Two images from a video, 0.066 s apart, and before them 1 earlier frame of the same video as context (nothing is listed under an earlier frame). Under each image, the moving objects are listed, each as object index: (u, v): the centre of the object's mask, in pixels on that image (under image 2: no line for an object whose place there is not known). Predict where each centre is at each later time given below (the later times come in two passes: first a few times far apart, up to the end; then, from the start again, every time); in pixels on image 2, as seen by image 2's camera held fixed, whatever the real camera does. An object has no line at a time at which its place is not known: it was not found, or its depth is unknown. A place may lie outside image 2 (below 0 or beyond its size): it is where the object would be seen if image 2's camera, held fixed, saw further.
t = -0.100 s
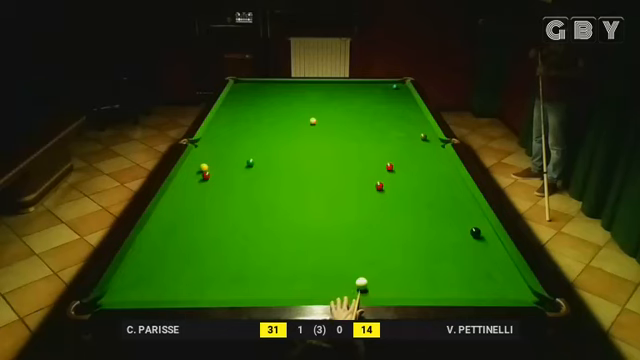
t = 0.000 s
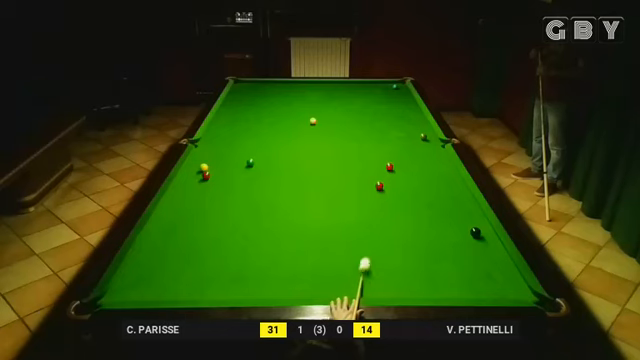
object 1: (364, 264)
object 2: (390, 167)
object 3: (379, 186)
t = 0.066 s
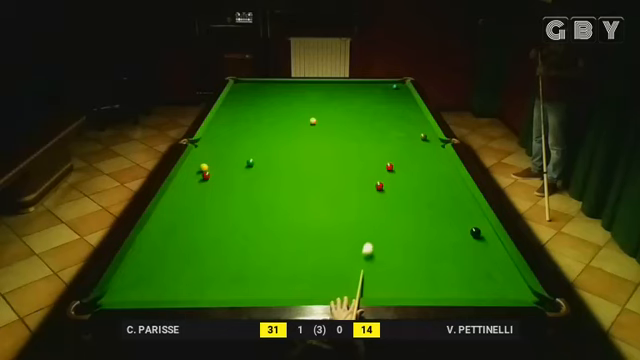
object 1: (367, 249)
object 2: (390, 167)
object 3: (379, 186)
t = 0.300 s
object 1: (375, 209)
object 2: (390, 167)
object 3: (379, 186)
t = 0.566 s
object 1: (379, 188)
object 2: (390, 167)
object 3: (380, 175)
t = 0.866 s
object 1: (382, 180)
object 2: (398, 165)
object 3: (375, 157)
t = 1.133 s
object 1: (383, 174)
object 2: (408, 164)
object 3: (367, 144)
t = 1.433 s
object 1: (385, 167)
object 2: (418, 162)
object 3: (359, 132)
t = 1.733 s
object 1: (387, 162)
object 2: (427, 161)
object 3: (353, 122)
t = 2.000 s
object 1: (389, 158)
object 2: (434, 160)
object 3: (347, 114)
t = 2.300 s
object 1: (390, 154)
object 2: (440, 159)
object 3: (342, 106)
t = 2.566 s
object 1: (391, 151)
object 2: (444, 158)
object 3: (338, 100)
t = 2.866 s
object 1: (393, 148)
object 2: (446, 158)
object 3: (335, 94)
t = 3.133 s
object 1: (394, 146)
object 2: (444, 158)
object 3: (331, 89)
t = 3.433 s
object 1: (395, 145)
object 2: (443, 157)
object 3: (328, 84)
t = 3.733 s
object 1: (396, 143)
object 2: (443, 157)
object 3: (326, 84)
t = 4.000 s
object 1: (396, 142)
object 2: (443, 157)
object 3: (324, 85)
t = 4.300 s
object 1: (396, 142)
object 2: (443, 157)
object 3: (323, 88)
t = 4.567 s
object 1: (396, 142)
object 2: (443, 157)
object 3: (322, 91)
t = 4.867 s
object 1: (396, 142)
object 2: (443, 157)
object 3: (321, 93)
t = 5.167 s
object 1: (396, 142)
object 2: (444, 157)
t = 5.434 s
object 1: (396, 142)
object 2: (443, 157)
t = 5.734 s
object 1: (396, 142)
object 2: (443, 157)
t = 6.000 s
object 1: (396, 142)
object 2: (443, 157)
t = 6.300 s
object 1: (396, 142)
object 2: (443, 157)
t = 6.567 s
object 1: (396, 142)
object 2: (443, 157)
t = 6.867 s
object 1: (396, 142)
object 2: (444, 157)
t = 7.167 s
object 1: (396, 142)
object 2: (443, 157)
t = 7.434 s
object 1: (396, 142)
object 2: (443, 157)
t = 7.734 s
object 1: (396, 142)
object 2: (444, 157)
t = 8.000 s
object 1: (396, 142)
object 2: (444, 157)
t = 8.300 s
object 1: (396, 142)
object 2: (443, 157)
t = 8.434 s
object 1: (396, 142)
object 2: (444, 158)
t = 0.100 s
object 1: (369, 242)
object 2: (390, 167)
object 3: (379, 186)
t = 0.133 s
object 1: (370, 236)
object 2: (390, 167)
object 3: (379, 186)
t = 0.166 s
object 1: (371, 230)
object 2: (390, 167)
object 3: (379, 186)
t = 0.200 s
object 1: (372, 225)
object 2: (390, 167)
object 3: (379, 186)
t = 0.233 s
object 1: (373, 219)
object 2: (389, 167)
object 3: (379, 186)
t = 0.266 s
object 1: (374, 214)
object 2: (390, 167)
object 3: (379, 186)
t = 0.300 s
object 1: (375, 209)
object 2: (390, 167)
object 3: (379, 186)
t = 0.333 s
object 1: (375, 204)
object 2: (390, 167)
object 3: (379, 186)
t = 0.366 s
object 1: (376, 200)
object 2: (390, 167)
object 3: (379, 186)
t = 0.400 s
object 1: (377, 196)
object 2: (390, 167)
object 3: (379, 186)
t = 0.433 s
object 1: (378, 191)
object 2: (389, 167)
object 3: (379, 184)
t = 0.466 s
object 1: (379, 189)
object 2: (389, 167)
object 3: (380, 182)
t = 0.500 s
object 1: (379, 189)
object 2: (389, 167)
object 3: (380, 180)
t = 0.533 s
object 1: (379, 188)
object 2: (390, 167)
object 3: (380, 178)
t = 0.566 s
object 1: (379, 188)
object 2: (390, 167)
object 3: (380, 175)
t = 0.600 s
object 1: (379, 187)
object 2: (390, 167)
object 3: (381, 172)
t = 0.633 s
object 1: (380, 186)
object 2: (390, 167)
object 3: (381, 170)
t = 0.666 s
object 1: (380, 185)
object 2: (390, 167)
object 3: (381, 168)
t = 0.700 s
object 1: (380, 184)
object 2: (392, 166)
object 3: (380, 166)
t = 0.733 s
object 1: (380, 183)
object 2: (393, 166)
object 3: (379, 164)
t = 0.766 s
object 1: (381, 182)
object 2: (395, 166)
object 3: (378, 162)
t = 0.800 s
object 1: (381, 181)
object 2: (396, 166)
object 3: (377, 160)
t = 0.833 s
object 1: (381, 181)
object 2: (397, 166)
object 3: (376, 158)
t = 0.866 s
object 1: (382, 180)
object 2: (398, 165)
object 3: (375, 157)
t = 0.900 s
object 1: (382, 179)
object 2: (400, 165)
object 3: (374, 155)
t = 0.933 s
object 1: (382, 178)
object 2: (401, 165)
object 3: (373, 153)
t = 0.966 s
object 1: (382, 177)
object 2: (402, 165)
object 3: (371, 152)
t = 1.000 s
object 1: (382, 177)
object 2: (404, 164)
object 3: (370, 150)
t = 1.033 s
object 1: (383, 176)
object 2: (405, 164)
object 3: (369, 148)
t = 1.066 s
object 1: (383, 175)
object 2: (406, 164)
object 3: (369, 147)
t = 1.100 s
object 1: (383, 174)
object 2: (407, 164)
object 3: (368, 145)
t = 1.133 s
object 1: (383, 174)
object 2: (408, 164)
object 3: (367, 144)
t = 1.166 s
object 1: (384, 173)
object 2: (410, 164)
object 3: (366, 142)
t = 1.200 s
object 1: (384, 172)
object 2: (410, 163)
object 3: (365, 141)
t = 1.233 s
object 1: (384, 172)
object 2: (412, 163)
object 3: (364, 140)
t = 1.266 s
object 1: (385, 171)
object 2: (413, 163)
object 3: (363, 138)
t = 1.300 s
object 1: (385, 170)
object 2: (414, 163)
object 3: (362, 137)
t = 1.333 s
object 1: (385, 169)
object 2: (415, 163)
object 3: (362, 136)
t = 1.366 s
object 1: (385, 169)
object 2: (416, 163)
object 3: (361, 134)
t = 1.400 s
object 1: (385, 168)
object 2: (417, 162)
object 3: (360, 133)
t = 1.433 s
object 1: (385, 167)
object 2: (418, 162)
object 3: (359, 132)
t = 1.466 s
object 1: (386, 167)
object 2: (419, 162)
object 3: (359, 131)
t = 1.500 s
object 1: (386, 166)
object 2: (420, 162)
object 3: (358, 129)
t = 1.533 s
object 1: (386, 166)
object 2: (421, 162)
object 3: (357, 128)
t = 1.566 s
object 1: (386, 165)
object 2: (422, 161)
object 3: (356, 127)
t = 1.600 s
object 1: (387, 164)
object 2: (423, 161)
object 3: (356, 126)
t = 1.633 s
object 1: (387, 164)
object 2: (424, 161)
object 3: (355, 125)
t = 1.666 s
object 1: (387, 163)
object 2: (425, 161)
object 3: (354, 124)
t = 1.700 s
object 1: (387, 163)
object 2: (426, 161)
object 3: (354, 123)
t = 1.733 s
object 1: (387, 162)
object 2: (427, 161)
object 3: (353, 122)
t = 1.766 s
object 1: (388, 162)
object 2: (428, 161)
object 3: (352, 121)
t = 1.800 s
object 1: (388, 161)
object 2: (428, 160)
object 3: (351, 120)
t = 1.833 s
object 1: (388, 161)
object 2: (429, 160)
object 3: (351, 119)
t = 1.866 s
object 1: (388, 160)
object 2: (430, 160)
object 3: (350, 118)
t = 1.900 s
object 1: (388, 159)
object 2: (431, 160)
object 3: (349, 117)
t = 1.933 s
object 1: (389, 159)
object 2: (432, 160)
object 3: (349, 116)
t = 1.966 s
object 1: (389, 159)
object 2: (432, 160)
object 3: (348, 115)
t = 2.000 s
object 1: (389, 158)
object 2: (434, 160)
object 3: (347, 114)
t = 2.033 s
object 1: (389, 158)
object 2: (434, 160)
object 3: (347, 113)
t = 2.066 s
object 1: (389, 157)
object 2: (435, 160)
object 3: (346, 112)
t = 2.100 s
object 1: (389, 157)
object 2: (435, 159)
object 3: (346, 112)
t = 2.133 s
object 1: (390, 156)
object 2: (436, 159)
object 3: (345, 111)
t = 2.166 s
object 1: (390, 156)
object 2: (437, 159)
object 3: (345, 110)
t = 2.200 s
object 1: (390, 155)
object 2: (438, 159)
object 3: (344, 109)
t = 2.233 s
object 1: (390, 155)
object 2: (438, 159)
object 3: (343, 108)
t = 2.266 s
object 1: (390, 155)
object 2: (439, 159)
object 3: (343, 107)
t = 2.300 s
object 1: (390, 154)
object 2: (440, 159)
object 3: (342, 106)
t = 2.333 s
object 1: (390, 154)
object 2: (440, 159)
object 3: (342, 105)
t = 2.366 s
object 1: (390, 153)
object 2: (441, 159)
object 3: (342, 105)
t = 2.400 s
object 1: (391, 153)
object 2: (442, 159)
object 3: (341, 104)
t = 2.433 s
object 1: (391, 152)
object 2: (442, 158)
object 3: (340, 103)
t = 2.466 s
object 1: (391, 152)
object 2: (442, 158)
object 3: (340, 102)
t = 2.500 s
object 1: (391, 152)
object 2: (443, 158)
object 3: (339, 101)
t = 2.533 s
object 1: (391, 151)
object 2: (444, 158)
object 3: (339, 101)
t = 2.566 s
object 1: (391, 151)
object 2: (444, 158)
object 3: (338, 100)
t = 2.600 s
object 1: (392, 151)
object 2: (444, 158)
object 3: (338, 99)
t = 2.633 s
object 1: (392, 150)
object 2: (445, 158)
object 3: (338, 99)
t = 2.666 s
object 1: (392, 150)
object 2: (446, 158)
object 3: (337, 98)
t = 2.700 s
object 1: (392, 150)
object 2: (446, 158)
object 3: (337, 97)
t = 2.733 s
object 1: (392, 150)
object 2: (446, 158)
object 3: (336, 96)
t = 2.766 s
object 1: (393, 149)
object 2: (446, 158)
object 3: (336, 96)
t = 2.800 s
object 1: (393, 149)
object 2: (446, 158)
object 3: (335, 96)
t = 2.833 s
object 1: (393, 149)
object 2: (446, 158)
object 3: (335, 94)
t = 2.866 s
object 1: (393, 148)
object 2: (446, 158)
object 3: (335, 94)
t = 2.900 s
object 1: (393, 148)
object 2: (446, 158)
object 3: (334, 93)
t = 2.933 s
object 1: (393, 148)
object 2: (445, 158)
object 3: (334, 92)
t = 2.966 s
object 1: (393, 148)
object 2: (445, 158)
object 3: (333, 91)
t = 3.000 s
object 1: (393, 147)
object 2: (445, 158)
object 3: (333, 91)
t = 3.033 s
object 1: (394, 147)
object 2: (445, 158)
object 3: (332, 90)
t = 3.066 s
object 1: (394, 147)
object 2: (444, 158)
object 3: (332, 90)
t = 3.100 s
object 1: (394, 147)
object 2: (444, 157)
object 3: (332, 90)
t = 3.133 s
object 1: (394, 146)
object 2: (444, 158)
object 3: (331, 89)
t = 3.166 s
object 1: (394, 146)
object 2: (444, 158)
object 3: (331, 89)
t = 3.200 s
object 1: (394, 146)
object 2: (444, 158)
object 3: (330, 87)
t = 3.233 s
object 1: (394, 146)
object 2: (444, 157)
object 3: (331, 88)
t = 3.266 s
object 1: (394, 146)
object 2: (444, 157)
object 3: (330, 87)
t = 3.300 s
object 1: (394, 145)
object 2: (443, 157)
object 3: (329, 85)
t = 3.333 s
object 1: (394, 145)
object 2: (443, 157)
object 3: (329, 85)
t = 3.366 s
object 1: (395, 145)
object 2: (443, 157)
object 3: (328, 84)
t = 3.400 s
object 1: (395, 145)
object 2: (443, 157)
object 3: (328, 84)
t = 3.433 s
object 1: (395, 145)
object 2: (443, 157)
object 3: (328, 84)
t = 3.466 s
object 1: (395, 145)
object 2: (443, 157)
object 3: (328, 84)
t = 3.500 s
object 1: (395, 144)
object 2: (443, 157)
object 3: (327, 84)
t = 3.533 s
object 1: (395, 144)
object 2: (443, 157)
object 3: (327, 83)
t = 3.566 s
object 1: (395, 144)
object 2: (443, 157)
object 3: (326, 83)
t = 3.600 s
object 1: (395, 144)
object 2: (443, 157)
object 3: (326, 83)
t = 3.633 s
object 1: (396, 144)
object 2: (443, 157)
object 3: (326, 83)
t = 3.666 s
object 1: (396, 144)
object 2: (443, 157)
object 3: (326, 83)
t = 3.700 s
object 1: (396, 144)
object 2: (443, 157)
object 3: (326, 84)
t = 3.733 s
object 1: (396, 143)
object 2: (443, 157)
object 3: (326, 84)
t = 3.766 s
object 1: (396, 143)
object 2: (443, 157)
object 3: (325, 84)
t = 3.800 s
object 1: (396, 143)
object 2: (443, 157)
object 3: (325, 84)
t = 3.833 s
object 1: (396, 143)
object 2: (443, 157)
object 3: (325, 84)
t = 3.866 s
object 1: (396, 143)
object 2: (443, 157)
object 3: (325, 84)
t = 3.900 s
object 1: (396, 143)
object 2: (443, 157)
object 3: (325, 84)
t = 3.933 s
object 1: (396, 143)
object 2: (443, 157)
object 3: (325, 84)
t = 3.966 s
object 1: (396, 143)
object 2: (443, 157)
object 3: (324, 85)
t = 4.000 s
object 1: (396, 142)
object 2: (443, 157)
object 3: (324, 85)
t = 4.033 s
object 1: (396, 142)
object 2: (443, 157)
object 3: (324, 86)
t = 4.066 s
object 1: (396, 142)
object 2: (443, 157)
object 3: (324, 86)
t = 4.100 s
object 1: (396, 142)
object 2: (443, 157)
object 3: (324, 87)
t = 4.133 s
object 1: (396, 142)
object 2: (443, 157)
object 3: (323, 87)
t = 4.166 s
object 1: (396, 142)
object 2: (443, 157)
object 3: (323, 87)
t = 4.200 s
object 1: (396, 142)
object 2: (443, 157)
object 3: (323, 87)
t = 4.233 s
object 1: (396, 142)
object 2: (443, 157)
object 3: (323, 88)
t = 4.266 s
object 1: (396, 142)
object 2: (443, 157)
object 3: (323, 88)
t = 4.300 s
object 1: (396, 142)
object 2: (443, 157)
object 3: (323, 88)
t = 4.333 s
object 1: (396, 142)
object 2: (443, 157)
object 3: (323, 88)
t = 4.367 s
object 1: (396, 142)
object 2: (444, 157)
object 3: (323, 89)
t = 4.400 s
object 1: (396, 142)
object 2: (443, 157)
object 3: (323, 89)
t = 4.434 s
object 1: (396, 142)
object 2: (444, 157)
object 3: (323, 89)
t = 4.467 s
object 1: (396, 142)
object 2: (443, 157)
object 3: (323, 90)
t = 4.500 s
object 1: (396, 142)
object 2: (443, 157)
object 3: (323, 90)
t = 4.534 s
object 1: (396, 142)
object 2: (444, 157)
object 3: (322, 91)
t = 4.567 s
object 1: (396, 142)
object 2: (443, 157)
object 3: (322, 91)
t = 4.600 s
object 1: (396, 142)
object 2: (444, 157)
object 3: (322, 91)
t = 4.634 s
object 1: (396, 142)
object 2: (443, 157)
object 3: (322, 91)
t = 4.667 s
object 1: (396, 142)
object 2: (443, 157)
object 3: (322, 92)
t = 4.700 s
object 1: (396, 142)
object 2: (443, 157)
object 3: (322, 92)
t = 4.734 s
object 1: (396, 142)
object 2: (443, 157)
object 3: (321, 92)
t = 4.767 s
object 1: (396, 142)
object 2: (444, 157)
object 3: (321, 92)
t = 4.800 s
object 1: (396, 142)
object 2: (443, 157)
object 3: (321, 92)
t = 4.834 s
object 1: (396, 142)
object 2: (443, 157)
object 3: (321, 93)
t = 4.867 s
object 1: (396, 142)
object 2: (443, 157)
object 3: (321, 93)
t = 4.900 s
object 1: (396, 142)
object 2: (444, 157)
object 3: (321, 93)
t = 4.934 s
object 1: (396, 142)
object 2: (443, 157)
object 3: (321, 93)
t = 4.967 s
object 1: (396, 142)
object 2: (443, 157)
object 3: (321, 93)
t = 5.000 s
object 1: (396, 142)
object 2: (443, 157)
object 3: (321, 94)
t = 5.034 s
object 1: (396, 142)
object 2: (443, 157)
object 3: (321, 95)
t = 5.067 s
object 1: (396, 142)
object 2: (444, 157)
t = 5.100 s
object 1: (396, 142)
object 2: (443, 157)
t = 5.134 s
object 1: (396, 142)
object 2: (443, 157)
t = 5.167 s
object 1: (396, 142)
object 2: (444, 157)
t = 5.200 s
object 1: (396, 142)
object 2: (443, 157)
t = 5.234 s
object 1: (396, 142)
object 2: (443, 157)
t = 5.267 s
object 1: (396, 142)
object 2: (443, 157)
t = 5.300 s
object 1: (396, 142)
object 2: (443, 157)
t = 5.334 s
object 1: (396, 142)
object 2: (443, 157)
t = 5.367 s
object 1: (396, 142)
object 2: (443, 157)
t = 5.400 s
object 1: (396, 142)
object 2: (443, 157)
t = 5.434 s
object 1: (396, 142)
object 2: (443, 157)
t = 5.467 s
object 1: (396, 142)
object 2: (444, 157)
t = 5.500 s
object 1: (396, 142)
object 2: (443, 157)
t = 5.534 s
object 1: (396, 142)
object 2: (444, 157)
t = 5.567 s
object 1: (396, 142)
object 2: (443, 157)
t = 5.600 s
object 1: (396, 142)
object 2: (443, 157)
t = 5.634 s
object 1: (396, 142)
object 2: (443, 157)
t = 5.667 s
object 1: (396, 142)
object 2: (443, 157)
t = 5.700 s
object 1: (396, 142)
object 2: (443, 157)
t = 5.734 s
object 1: (396, 142)
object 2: (443, 157)
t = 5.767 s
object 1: (396, 142)
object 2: (444, 157)
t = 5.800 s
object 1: (396, 142)
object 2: (444, 157)
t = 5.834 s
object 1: (396, 142)
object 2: (443, 157)
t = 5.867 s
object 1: (396, 142)
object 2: (443, 157)
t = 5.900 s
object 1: (396, 142)
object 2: (443, 157)
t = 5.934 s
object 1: (396, 142)
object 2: (443, 157)
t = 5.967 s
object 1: (396, 142)
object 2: (443, 157)
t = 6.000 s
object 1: (396, 142)
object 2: (443, 157)
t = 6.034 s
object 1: (396, 142)
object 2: (444, 157)
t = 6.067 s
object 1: (396, 142)
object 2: (443, 157)
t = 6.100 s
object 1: (396, 142)
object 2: (444, 157)
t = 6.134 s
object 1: (396, 142)
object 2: (443, 157)
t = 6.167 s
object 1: (396, 142)
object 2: (443, 157)
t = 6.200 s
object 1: (396, 142)
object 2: (443, 157)
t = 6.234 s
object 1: (396, 142)
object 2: (444, 157)
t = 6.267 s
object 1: (396, 142)
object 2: (443, 157)
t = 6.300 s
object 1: (396, 142)
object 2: (443, 157)
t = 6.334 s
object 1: (396, 142)
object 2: (443, 157)
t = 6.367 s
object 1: (396, 142)
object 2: (443, 157)
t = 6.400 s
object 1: (396, 142)
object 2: (443, 157)
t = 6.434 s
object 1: (396, 142)
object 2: (444, 157)
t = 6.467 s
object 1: (396, 142)
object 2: (444, 157)
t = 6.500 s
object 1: (396, 142)
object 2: (443, 157)
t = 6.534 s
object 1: (396, 142)
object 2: (444, 157)
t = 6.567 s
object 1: (396, 142)
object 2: (443, 157)
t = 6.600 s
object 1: (396, 142)
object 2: (443, 157)
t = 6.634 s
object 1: (396, 142)
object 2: (443, 157)
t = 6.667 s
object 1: (396, 142)
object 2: (443, 157)
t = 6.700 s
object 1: (396, 142)
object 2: (443, 157)
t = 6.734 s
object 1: (396, 142)
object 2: (443, 157)
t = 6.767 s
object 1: (396, 142)
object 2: (443, 157)
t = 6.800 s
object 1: (396, 142)
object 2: (443, 157)
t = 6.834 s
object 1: (396, 142)
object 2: (443, 157)
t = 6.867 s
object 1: (396, 142)
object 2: (444, 157)
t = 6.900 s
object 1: (396, 142)
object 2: (443, 157)
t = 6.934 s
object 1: (396, 142)
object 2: (443, 157)
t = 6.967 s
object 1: (396, 142)
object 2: (444, 157)
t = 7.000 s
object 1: (396, 142)
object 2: (443, 157)
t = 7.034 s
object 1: (396, 142)
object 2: (443, 157)
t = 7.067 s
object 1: (396, 142)
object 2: (443, 157)
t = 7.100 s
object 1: (396, 142)
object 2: (443, 157)
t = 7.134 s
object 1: (396, 142)
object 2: (443, 157)
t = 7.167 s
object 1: (396, 142)
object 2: (443, 157)
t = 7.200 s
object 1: (396, 142)
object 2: (443, 157)
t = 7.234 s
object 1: (396, 142)
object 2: (443, 157)
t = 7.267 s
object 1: (396, 142)
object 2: (443, 157)
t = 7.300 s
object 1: (396, 142)
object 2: (443, 157)
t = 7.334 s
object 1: (396, 142)
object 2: (443, 157)
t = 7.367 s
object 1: (396, 142)
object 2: (443, 157)
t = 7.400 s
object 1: (396, 142)
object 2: (443, 157)
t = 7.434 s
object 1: (396, 142)
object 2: (443, 157)
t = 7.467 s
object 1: (396, 142)
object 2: (443, 157)
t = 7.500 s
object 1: (396, 142)
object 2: (443, 157)
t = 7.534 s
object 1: (396, 142)
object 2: (443, 157)
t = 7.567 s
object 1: (396, 142)
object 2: (443, 157)
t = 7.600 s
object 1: (396, 142)
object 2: (443, 157)
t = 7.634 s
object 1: (396, 142)
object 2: (444, 157)
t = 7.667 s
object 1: (396, 142)
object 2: (443, 157)
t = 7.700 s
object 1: (396, 142)
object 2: (444, 157)
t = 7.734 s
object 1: (396, 142)
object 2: (444, 157)
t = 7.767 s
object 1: (396, 142)
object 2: (443, 157)
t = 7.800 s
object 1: (396, 142)
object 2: (443, 157)
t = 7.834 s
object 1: (396, 142)
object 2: (444, 157)
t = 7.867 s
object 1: (396, 142)
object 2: (443, 157)
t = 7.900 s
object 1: (396, 142)
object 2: (444, 157)
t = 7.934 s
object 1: (396, 142)
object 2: (443, 157)
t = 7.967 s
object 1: (396, 142)
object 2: (443, 157)
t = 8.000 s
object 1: (396, 142)
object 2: (444, 157)
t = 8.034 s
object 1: (396, 142)
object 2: (443, 157)
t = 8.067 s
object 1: (396, 142)
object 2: (444, 157)
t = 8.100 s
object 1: (396, 142)
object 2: (443, 157)
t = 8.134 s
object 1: (396, 142)
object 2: (443, 157)
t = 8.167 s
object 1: (396, 142)
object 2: (444, 157)
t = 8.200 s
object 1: (396, 142)
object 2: (444, 157)
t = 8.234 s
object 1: (396, 142)
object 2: (443, 157)
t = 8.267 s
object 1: (396, 142)
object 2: (443, 157)
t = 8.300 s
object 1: (396, 142)
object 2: (443, 157)
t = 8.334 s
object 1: (396, 142)
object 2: (443, 157)
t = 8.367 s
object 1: (396, 142)
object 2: (443, 157)
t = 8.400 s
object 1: (396, 142)
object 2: (444, 158)
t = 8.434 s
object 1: (396, 142)
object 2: (444, 158)
